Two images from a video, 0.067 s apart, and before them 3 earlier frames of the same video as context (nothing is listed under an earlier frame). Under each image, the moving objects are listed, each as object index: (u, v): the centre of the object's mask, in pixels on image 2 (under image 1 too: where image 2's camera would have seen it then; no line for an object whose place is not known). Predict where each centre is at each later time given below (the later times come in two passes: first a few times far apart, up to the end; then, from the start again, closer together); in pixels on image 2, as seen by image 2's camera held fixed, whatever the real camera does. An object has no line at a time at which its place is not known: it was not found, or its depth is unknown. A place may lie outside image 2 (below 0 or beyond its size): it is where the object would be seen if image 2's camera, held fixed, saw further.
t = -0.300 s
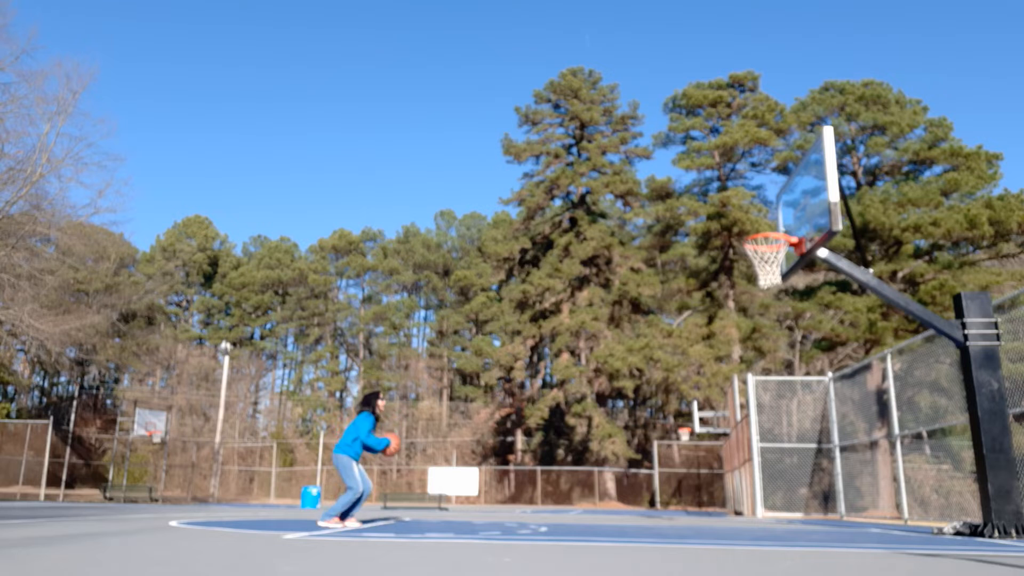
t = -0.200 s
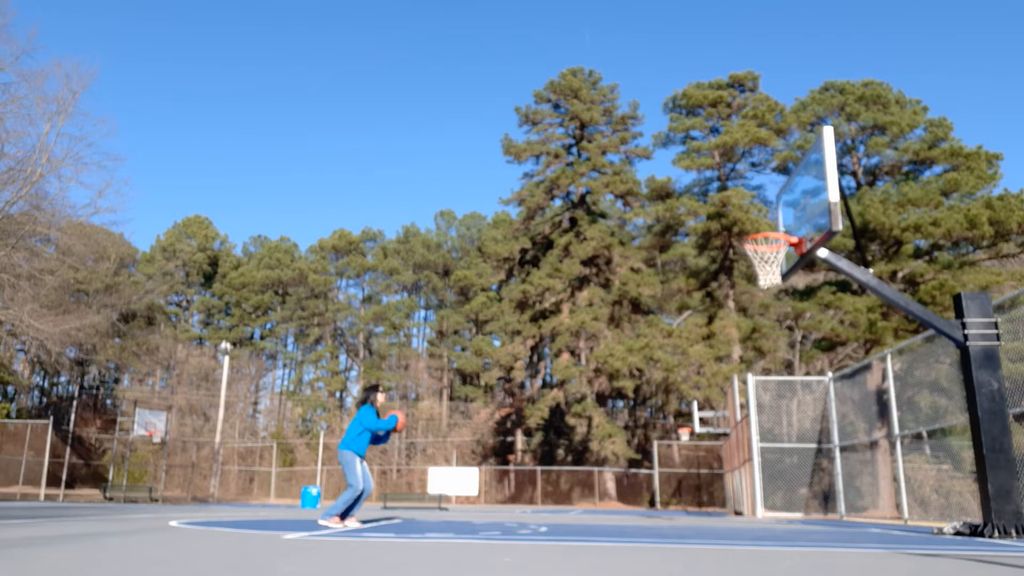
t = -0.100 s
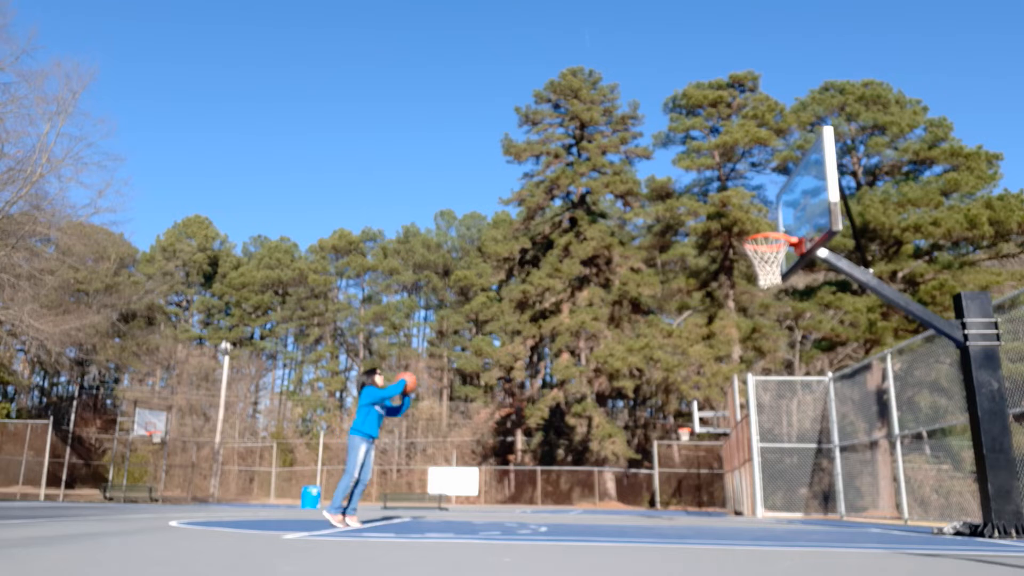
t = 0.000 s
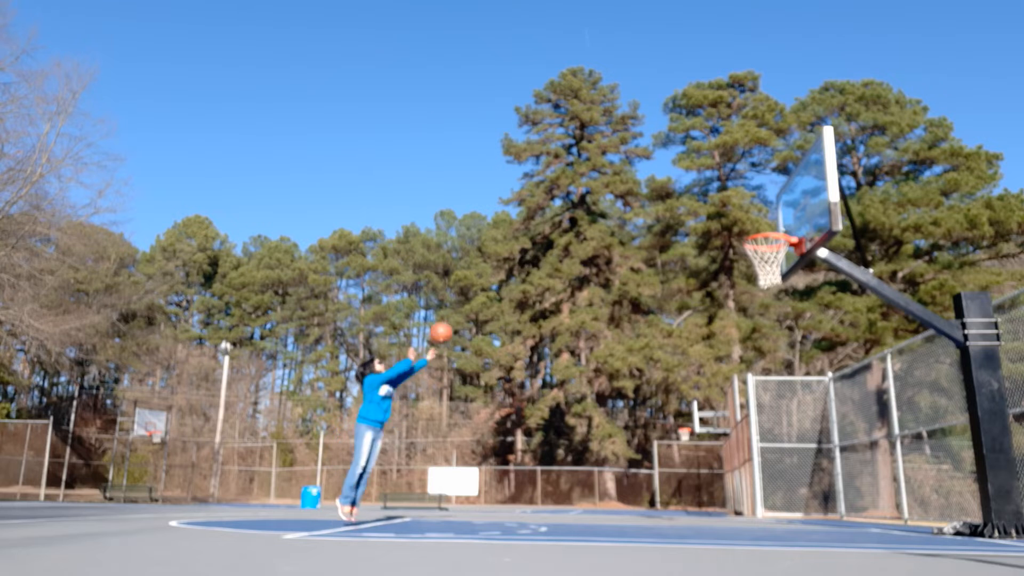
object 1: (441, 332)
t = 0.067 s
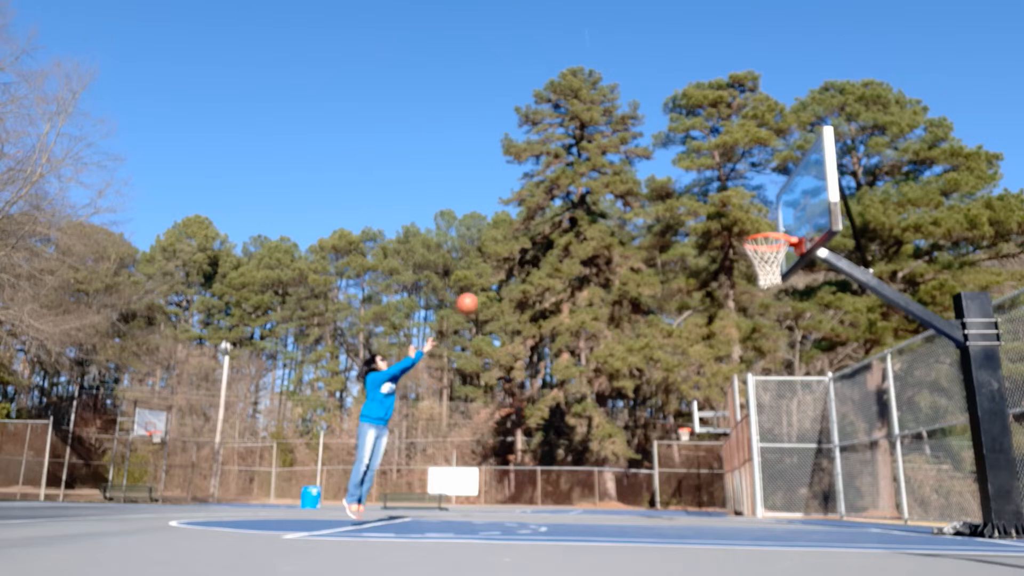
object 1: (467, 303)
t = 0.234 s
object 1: (531, 248)
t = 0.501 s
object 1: (631, 208)
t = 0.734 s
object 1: (720, 222)
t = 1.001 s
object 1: (704, 208)
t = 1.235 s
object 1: (661, 226)
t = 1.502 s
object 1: (606, 317)
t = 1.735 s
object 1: (549, 488)
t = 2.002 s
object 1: (509, 377)
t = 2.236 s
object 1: (475, 295)
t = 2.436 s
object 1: (443, 273)
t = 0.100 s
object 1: (480, 290)
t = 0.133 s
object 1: (493, 278)
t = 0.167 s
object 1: (506, 267)
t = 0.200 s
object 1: (519, 257)
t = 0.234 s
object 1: (531, 248)
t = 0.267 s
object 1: (544, 240)
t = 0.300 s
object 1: (556, 232)
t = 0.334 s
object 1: (569, 226)
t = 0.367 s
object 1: (581, 220)
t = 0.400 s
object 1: (593, 216)
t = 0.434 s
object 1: (605, 213)
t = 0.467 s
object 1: (618, 210)
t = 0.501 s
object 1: (631, 208)
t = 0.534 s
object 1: (643, 207)
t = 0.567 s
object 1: (655, 207)
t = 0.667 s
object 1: (694, 213)
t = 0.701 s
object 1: (706, 217)
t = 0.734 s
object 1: (720, 222)
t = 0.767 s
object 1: (733, 228)
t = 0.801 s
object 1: (739, 230)
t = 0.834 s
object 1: (733, 224)
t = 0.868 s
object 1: (727, 219)
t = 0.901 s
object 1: (721, 215)
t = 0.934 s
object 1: (715, 211)
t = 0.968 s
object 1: (710, 209)
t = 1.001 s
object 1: (704, 208)
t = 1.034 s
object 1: (698, 207)
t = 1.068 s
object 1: (692, 207)
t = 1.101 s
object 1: (686, 209)
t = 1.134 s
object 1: (680, 211)
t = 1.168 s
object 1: (674, 215)
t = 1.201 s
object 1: (668, 219)
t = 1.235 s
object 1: (661, 226)
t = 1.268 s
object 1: (655, 233)
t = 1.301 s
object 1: (648, 240)
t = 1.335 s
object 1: (642, 250)
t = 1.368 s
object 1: (635, 260)
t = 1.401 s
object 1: (627, 272)
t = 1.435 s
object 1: (620, 286)
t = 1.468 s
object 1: (613, 301)
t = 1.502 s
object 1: (606, 317)
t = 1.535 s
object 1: (598, 335)
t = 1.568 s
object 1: (590, 355)
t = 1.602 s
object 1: (583, 377)
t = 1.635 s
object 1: (574, 401)
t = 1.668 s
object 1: (566, 428)
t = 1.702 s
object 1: (558, 456)
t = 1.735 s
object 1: (549, 488)
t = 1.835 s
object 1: (531, 476)
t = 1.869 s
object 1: (526, 453)
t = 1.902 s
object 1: (521, 432)
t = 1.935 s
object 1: (518, 412)
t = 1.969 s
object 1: (513, 395)
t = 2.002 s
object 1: (509, 377)
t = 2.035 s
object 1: (504, 362)
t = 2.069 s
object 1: (499, 347)
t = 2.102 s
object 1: (495, 334)
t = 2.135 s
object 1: (490, 322)
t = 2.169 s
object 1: (485, 312)
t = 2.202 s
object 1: (480, 303)
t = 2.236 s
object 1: (475, 295)
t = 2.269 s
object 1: (470, 288)
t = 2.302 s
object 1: (465, 283)
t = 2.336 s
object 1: (460, 278)
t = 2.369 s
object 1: (454, 275)
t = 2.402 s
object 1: (449, 274)
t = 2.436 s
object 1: (443, 273)
